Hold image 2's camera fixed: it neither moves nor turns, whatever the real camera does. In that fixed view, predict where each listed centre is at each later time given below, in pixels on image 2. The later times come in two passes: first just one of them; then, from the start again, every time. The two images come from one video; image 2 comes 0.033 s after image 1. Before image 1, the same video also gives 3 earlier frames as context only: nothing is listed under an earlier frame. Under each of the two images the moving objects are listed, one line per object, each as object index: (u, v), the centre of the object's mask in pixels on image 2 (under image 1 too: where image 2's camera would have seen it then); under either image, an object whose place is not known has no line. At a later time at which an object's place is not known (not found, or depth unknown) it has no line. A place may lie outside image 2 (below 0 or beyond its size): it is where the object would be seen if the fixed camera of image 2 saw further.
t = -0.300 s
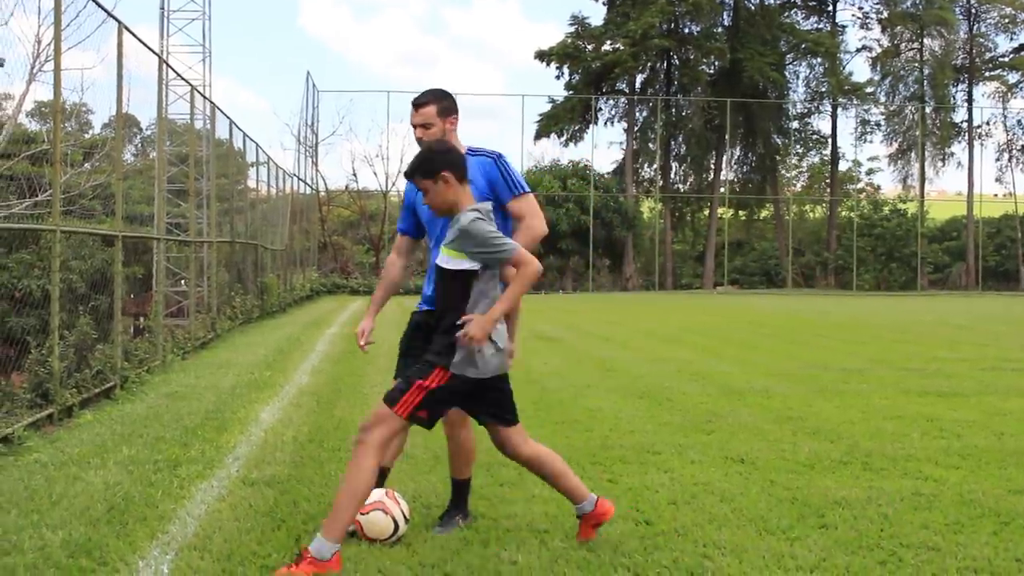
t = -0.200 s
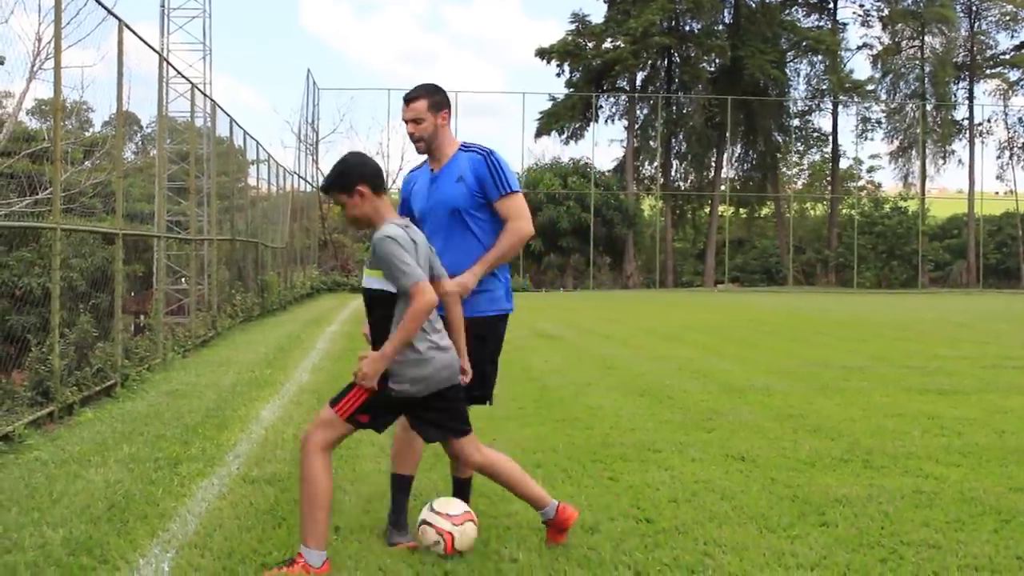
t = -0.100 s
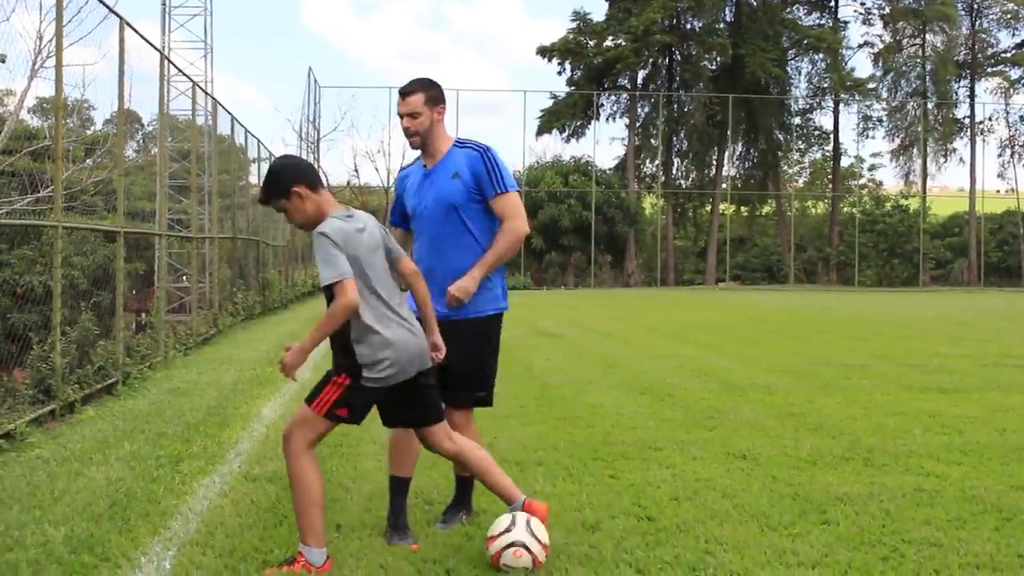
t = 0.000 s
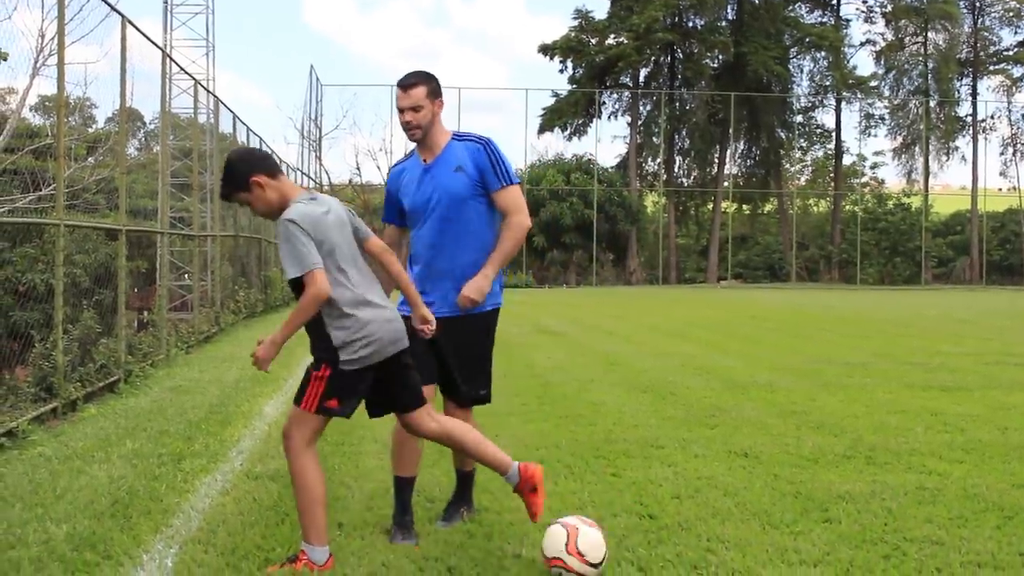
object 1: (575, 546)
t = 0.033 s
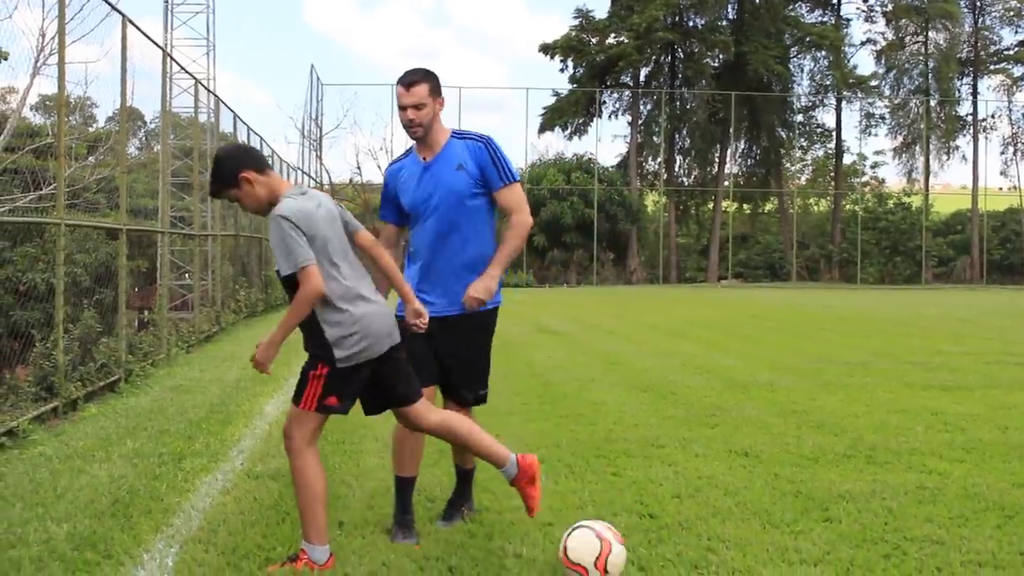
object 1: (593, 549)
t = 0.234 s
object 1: (686, 560)
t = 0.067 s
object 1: (609, 553)
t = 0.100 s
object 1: (626, 557)
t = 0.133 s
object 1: (641, 558)
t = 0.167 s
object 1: (656, 558)
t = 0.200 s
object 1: (671, 558)
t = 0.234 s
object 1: (686, 560)
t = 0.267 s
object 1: (701, 563)
